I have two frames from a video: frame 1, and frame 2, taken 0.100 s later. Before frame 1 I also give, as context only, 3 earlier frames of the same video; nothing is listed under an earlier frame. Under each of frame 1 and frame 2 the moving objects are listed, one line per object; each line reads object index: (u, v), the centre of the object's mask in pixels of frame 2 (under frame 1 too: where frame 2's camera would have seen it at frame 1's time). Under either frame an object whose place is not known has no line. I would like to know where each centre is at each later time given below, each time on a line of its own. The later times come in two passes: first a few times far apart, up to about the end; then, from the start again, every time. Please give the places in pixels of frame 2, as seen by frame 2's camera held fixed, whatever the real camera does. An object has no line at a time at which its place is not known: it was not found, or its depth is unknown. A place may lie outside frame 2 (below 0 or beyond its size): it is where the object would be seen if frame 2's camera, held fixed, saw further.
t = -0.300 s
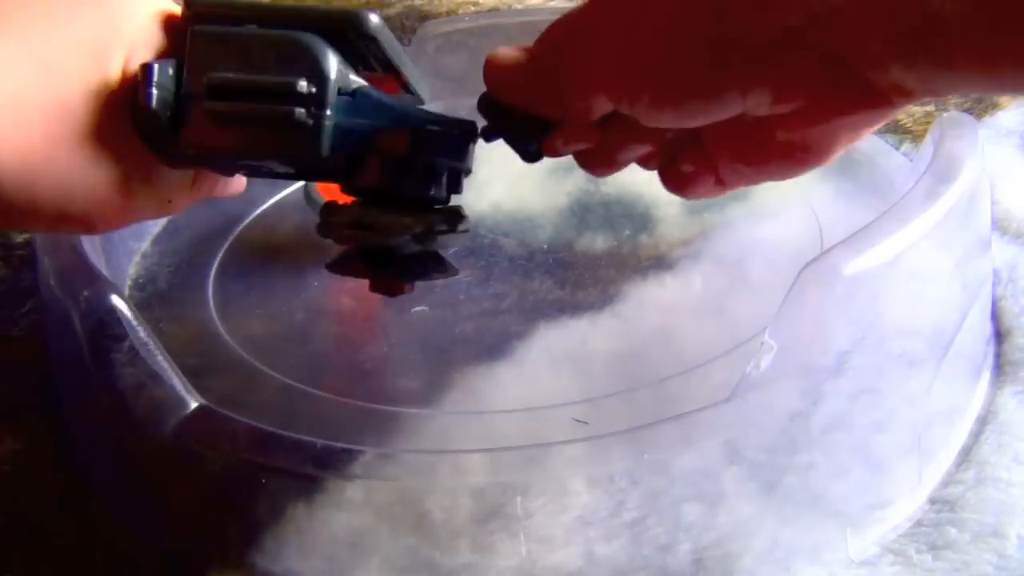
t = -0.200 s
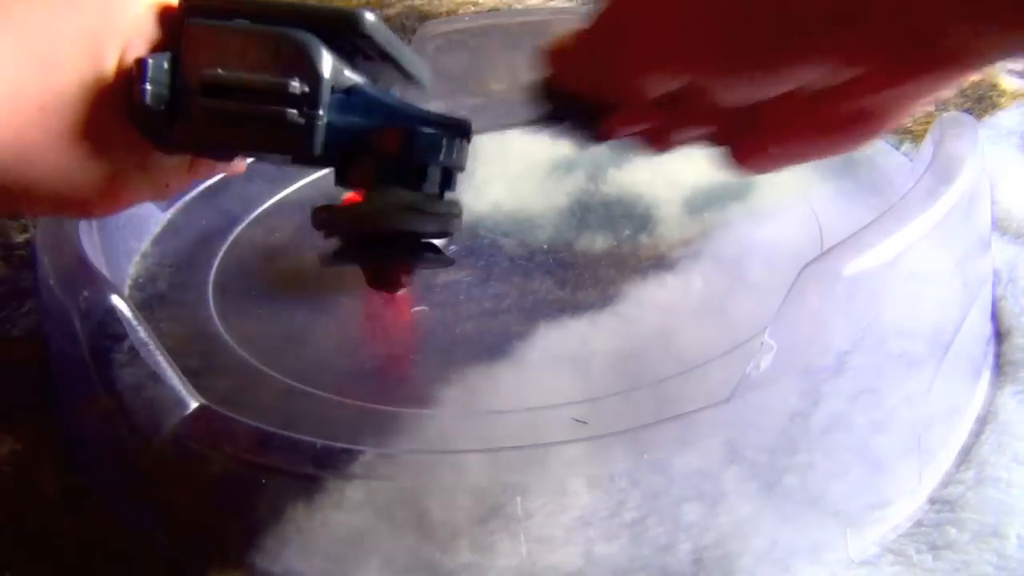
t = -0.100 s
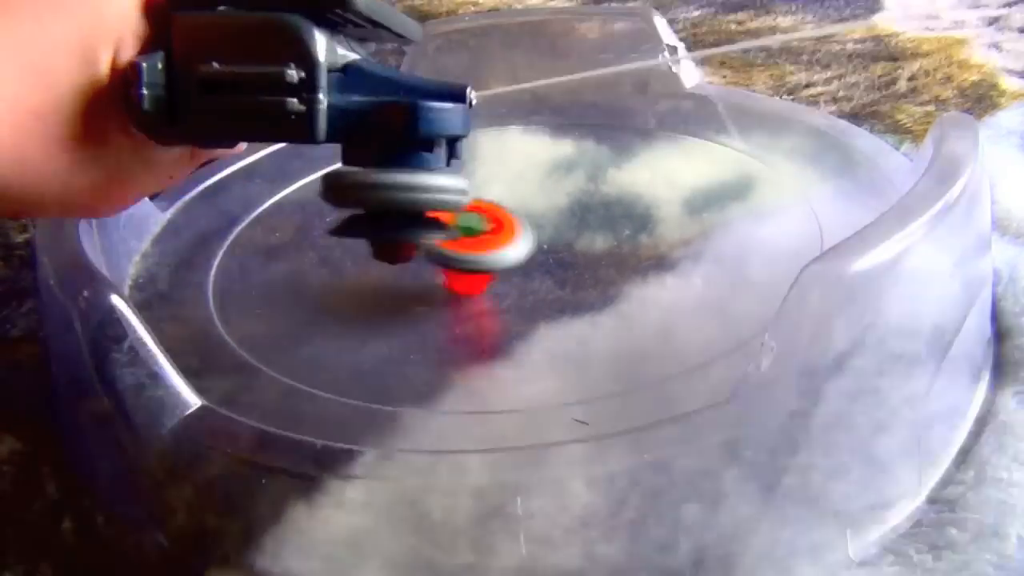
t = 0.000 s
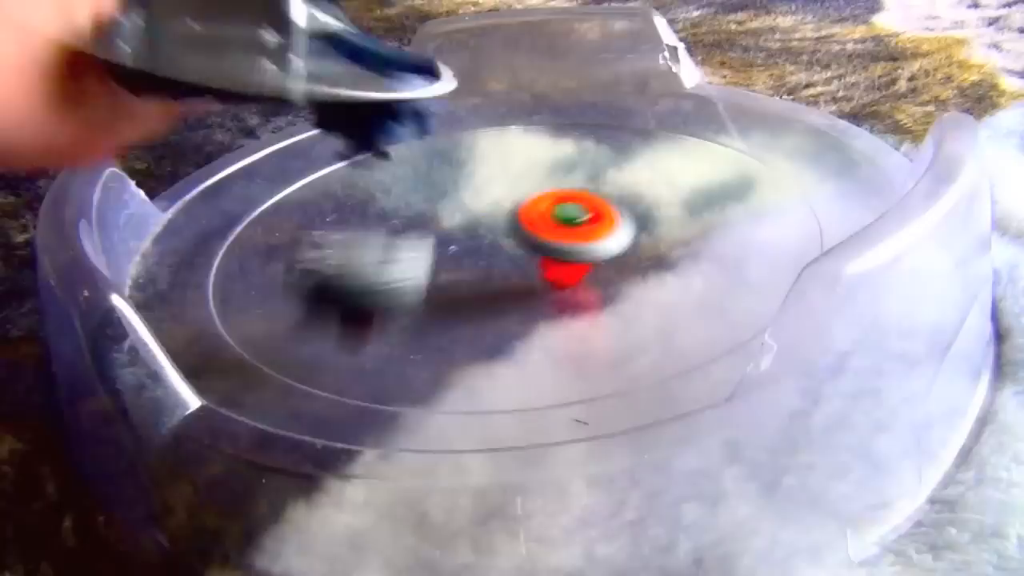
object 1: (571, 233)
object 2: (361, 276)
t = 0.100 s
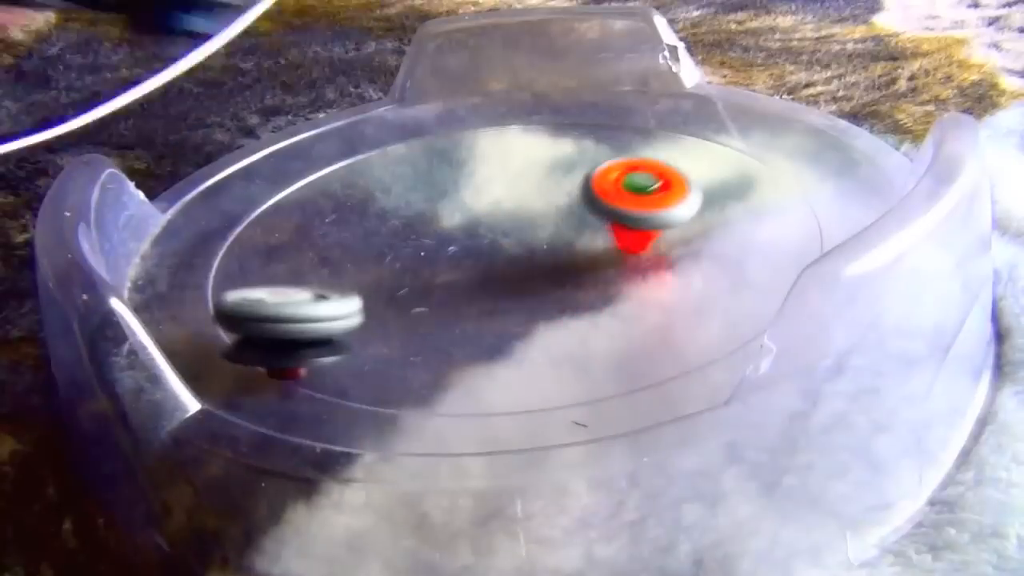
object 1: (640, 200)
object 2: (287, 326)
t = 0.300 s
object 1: (635, 141)
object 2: (273, 280)
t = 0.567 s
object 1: (430, 144)
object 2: (251, 216)
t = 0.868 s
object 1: (661, 196)
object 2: (207, 244)
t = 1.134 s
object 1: (716, 175)
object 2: (369, 253)
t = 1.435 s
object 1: (489, 210)
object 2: (426, 161)
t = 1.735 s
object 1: (410, 295)
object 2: (340, 155)
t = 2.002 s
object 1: (669, 281)
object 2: (404, 221)
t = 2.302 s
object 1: (677, 179)
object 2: (585, 181)
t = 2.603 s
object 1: (415, 235)
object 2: (536, 130)
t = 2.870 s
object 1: (276, 328)
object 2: (522, 194)
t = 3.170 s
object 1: (570, 355)
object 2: (632, 236)
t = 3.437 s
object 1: (591, 280)
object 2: (704, 198)
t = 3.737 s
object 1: (199, 258)
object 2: (551, 140)
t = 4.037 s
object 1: (205, 190)
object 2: (490, 338)
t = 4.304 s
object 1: (231, 187)
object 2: (603, 328)
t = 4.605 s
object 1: (360, 267)
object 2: (526, 237)
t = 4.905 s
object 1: (298, 254)
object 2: (412, 219)
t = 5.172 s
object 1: (276, 293)
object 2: (478, 175)
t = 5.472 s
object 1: (544, 185)
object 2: (391, 227)
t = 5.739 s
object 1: (468, 115)
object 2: (482, 263)
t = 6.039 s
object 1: (342, 194)
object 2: (551, 200)
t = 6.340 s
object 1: (612, 241)
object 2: (425, 212)
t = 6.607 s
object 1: (671, 152)
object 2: (465, 280)
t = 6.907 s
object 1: (460, 204)
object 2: (611, 234)
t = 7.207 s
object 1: (508, 300)
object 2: (502, 204)
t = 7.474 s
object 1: (616, 261)
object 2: (397, 259)
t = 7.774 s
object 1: (474, 226)
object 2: (512, 292)
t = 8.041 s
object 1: (357, 262)
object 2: (562, 237)
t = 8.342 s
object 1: (415, 266)
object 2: (401, 205)
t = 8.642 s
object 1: (518, 285)
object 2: (331, 214)
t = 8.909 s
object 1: (520, 214)
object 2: (414, 255)
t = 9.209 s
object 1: (505, 159)
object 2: (539, 233)
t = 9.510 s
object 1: (388, 137)
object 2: (608, 213)
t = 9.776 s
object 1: (397, 196)
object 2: (563, 211)
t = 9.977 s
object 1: (313, 229)
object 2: (627, 228)
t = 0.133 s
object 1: (653, 189)
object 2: (282, 322)
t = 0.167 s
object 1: (660, 176)
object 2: (283, 315)
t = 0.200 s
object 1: (660, 166)
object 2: (282, 308)
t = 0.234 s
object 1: (658, 156)
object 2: (279, 298)
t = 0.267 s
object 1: (649, 148)
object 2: (276, 289)
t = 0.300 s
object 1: (635, 141)
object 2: (273, 280)
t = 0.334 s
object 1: (617, 136)
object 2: (268, 270)
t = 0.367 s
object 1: (596, 132)
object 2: (261, 260)
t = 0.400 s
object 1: (571, 130)
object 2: (253, 250)
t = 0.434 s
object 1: (544, 128)
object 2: (243, 241)
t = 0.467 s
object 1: (516, 127)
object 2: (233, 232)
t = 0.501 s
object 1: (486, 130)
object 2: (230, 223)
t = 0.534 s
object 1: (457, 135)
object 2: (238, 220)
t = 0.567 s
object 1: (430, 144)
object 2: (251, 216)
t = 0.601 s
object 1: (406, 156)
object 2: (263, 214)
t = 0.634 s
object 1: (387, 173)
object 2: (273, 212)
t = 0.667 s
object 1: (404, 177)
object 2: (251, 211)
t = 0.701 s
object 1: (449, 188)
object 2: (210, 206)
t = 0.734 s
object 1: (497, 196)
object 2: (185, 217)
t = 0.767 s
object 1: (545, 200)
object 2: (186, 225)
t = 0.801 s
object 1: (587, 201)
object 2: (191, 233)
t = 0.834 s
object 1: (626, 200)
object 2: (198, 239)
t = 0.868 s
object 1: (661, 196)
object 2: (207, 244)
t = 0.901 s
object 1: (690, 191)
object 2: (221, 251)
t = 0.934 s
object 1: (711, 186)
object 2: (242, 258)
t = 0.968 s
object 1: (727, 183)
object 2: (263, 261)
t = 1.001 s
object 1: (738, 179)
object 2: (285, 262)
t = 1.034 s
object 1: (742, 176)
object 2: (307, 262)
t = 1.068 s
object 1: (739, 174)
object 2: (329, 261)
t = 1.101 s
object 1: (731, 174)
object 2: (350, 259)
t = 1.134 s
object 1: (716, 175)
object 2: (369, 253)
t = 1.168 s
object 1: (698, 176)
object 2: (387, 247)
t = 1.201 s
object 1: (676, 178)
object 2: (401, 238)
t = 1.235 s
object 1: (649, 181)
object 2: (414, 229)
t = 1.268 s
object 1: (620, 185)
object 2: (423, 220)
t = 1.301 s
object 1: (594, 188)
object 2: (428, 209)
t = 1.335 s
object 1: (567, 192)
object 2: (433, 196)
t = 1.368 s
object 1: (542, 196)
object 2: (436, 186)
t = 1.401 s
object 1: (515, 203)
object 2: (430, 174)
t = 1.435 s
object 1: (489, 210)
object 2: (426, 161)
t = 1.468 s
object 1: (465, 217)
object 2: (423, 152)
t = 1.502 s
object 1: (444, 225)
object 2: (416, 145)
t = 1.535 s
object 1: (425, 235)
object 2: (403, 138)
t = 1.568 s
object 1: (411, 244)
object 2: (389, 132)
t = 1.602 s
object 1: (400, 254)
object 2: (376, 129)
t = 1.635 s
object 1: (393, 264)
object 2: (364, 129)
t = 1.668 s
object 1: (393, 274)
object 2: (353, 137)
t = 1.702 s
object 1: (398, 285)
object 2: (346, 146)
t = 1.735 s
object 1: (410, 295)
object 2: (340, 155)
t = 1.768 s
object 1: (431, 304)
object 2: (336, 164)
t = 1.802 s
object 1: (457, 310)
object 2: (336, 173)
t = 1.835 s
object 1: (490, 313)
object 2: (338, 181)
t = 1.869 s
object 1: (526, 314)
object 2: (343, 190)
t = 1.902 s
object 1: (564, 311)
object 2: (352, 199)
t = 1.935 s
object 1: (600, 304)
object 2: (365, 208)
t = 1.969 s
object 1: (636, 294)
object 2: (382, 215)
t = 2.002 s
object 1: (669, 281)
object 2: (404, 221)
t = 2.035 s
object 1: (697, 268)
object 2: (427, 225)
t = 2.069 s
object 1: (721, 253)
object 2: (453, 226)
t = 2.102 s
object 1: (739, 238)
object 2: (481, 225)
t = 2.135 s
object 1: (749, 224)
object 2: (506, 223)
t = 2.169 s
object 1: (752, 210)
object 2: (531, 217)
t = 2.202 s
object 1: (748, 198)
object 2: (549, 210)
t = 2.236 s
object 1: (735, 189)
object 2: (567, 198)
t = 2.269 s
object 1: (713, 183)
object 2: (578, 191)
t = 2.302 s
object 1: (677, 179)
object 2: (585, 181)
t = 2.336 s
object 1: (659, 159)
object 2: (580, 163)
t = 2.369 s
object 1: (634, 162)
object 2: (572, 140)
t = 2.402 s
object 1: (610, 189)
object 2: (577, 131)
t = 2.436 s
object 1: (579, 198)
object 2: (573, 127)
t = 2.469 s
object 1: (548, 203)
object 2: (567, 124)
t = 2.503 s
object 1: (515, 210)
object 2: (559, 124)
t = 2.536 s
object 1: (481, 217)
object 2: (551, 124)
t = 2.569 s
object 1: (448, 225)
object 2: (544, 126)
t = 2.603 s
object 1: (415, 235)
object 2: (536, 130)
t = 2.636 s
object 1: (382, 245)
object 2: (529, 135)
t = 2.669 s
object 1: (350, 257)
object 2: (523, 141)
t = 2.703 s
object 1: (320, 269)
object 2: (517, 148)
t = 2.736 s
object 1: (293, 282)
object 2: (514, 156)
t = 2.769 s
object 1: (272, 296)
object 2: (513, 165)
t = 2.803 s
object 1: (259, 308)
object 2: (514, 174)
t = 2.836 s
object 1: (264, 317)
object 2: (517, 185)
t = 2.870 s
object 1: (276, 328)
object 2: (522, 194)
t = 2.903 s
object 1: (293, 338)
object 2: (530, 203)
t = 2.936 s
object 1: (317, 348)
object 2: (539, 211)
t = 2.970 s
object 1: (346, 355)
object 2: (549, 218)
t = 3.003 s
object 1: (378, 362)
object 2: (562, 224)
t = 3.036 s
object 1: (414, 365)
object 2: (577, 230)
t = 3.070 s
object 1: (450, 367)
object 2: (591, 232)
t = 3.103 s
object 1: (491, 367)
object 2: (605, 235)
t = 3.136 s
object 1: (531, 363)
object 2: (618, 236)
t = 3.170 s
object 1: (570, 355)
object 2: (632, 236)
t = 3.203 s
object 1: (603, 345)
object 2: (644, 235)
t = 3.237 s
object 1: (630, 333)
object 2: (655, 232)
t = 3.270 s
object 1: (649, 320)
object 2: (665, 227)
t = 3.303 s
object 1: (660, 307)
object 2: (673, 222)
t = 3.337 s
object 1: (663, 298)
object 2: (680, 218)
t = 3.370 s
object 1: (658, 283)
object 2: (685, 211)
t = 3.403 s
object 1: (642, 271)
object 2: (690, 208)
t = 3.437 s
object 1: (591, 280)
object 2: (704, 198)
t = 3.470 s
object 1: (498, 302)
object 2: (720, 167)
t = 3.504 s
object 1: (408, 313)
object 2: (728, 143)
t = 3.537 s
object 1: (323, 316)
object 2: (726, 127)
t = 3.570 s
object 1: (246, 308)
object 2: (713, 115)
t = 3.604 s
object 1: (195, 296)
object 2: (689, 112)
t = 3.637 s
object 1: (190, 290)
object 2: (652, 114)
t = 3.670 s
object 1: (189, 277)
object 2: (618, 120)
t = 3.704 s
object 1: (193, 267)
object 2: (584, 128)
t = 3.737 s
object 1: (199, 258)
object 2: (551, 140)
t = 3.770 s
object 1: (209, 250)
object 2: (519, 153)
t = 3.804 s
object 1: (226, 247)
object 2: (484, 168)
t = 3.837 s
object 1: (248, 242)
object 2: (453, 188)
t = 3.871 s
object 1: (270, 238)
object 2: (424, 208)
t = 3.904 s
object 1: (288, 228)
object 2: (397, 232)
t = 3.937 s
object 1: (261, 185)
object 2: (407, 259)
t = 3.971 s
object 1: (236, 164)
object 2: (424, 292)
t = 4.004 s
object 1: (216, 167)
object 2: (453, 321)
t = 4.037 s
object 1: (205, 190)
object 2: (490, 338)
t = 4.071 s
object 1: (188, 180)
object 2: (540, 355)
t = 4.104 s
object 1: (177, 175)
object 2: (593, 360)
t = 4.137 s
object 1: (182, 175)
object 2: (643, 364)
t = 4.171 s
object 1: (190, 174)
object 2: (664, 352)
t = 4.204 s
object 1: (199, 175)
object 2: (648, 354)
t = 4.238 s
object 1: (211, 179)
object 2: (632, 342)
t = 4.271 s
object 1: (221, 182)
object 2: (617, 335)
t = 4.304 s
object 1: (231, 187)
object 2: (603, 328)
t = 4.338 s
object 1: (242, 195)
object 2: (590, 317)
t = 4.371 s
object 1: (255, 205)
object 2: (577, 306)
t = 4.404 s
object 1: (271, 214)
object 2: (567, 296)
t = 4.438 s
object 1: (287, 223)
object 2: (555, 285)
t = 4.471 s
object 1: (308, 234)
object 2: (545, 276)
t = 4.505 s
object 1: (332, 243)
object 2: (533, 265)
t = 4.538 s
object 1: (359, 253)
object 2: (518, 257)
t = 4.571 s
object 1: (383, 261)
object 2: (506, 249)
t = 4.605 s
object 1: (360, 267)
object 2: (526, 237)
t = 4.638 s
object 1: (338, 273)
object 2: (539, 225)
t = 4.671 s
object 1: (319, 277)
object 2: (545, 216)
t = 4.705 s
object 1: (304, 279)
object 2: (543, 210)
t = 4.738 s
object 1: (292, 279)
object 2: (534, 207)
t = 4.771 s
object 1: (286, 276)
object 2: (519, 206)
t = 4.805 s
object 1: (283, 272)
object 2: (496, 206)
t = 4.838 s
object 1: (284, 267)
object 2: (468, 208)
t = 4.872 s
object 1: (289, 261)
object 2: (441, 212)
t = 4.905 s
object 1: (298, 254)
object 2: (412, 219)
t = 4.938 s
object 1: (295, 252)
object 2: (398, 221)
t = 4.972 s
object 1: (227, 259)
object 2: (418, 210)
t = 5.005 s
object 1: (176, 258)
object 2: (440, 197)
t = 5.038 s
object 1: (169, 267)
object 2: (459, 189)
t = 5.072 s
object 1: (187, 281)
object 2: (472, 183)
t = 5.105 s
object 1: (210, 285)
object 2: (479, 178)
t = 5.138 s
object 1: (240, 287)
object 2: (481, 176)
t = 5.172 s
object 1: (276, 293)
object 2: (478, 175)
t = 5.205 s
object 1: (313, 290)
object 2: (471, 177)
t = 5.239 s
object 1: (353, 285)
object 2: (462, 181)
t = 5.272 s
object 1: (396, 278)
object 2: (449, 186)
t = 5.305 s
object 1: (434, 267)
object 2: (435, 189)
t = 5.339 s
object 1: (469, 253)
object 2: (416, 191)
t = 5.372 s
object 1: (497, 238)
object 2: (404, 202)
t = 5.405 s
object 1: (519, 220)
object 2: (395, 210)
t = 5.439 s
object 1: (534, 202)
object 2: (390, 218)
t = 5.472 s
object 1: (544, 185)
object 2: (391, 227)
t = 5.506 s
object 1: (548, 169)
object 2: (393, 234)
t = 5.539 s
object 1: (547, 154)
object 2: (396, 243)
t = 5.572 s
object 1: (541, 141)
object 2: (402, 251)
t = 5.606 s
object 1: (532, 131)
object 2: (411, 258)
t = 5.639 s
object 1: (519, 123)
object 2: (424, 262)
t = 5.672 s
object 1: (504, 117)
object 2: (442, 263)
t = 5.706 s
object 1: (487, 115)
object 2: (462, 263)
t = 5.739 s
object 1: (468, 115)
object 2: (482, 263)
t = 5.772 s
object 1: (448, 116)
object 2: (503, 260)
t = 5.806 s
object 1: (428, 118)
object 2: (522, 256)
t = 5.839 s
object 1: (407, 123)
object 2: (540, 250)
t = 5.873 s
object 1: (387, 130)
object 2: (553, 242)
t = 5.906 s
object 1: (369, 139)
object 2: (560, 234)
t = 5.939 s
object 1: (353, 150)
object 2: (563, 224)
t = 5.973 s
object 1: (343, 163)
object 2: (564, 214)
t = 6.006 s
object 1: (339, 177)
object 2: (559, 207)
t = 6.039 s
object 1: (342, 194)
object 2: (551, 200)
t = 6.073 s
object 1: (352, 210)
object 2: (539, 196)
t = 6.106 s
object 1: (368, 224)
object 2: (524, 193)
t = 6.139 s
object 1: (392, 236)
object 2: (509, 190)
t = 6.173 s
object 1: (423, 247)
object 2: (494, 187)
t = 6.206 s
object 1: (459, 254)
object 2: (477, 182)
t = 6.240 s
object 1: (499, 257)
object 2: (458, 188)
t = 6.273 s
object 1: (541, 256)
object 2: (446, 196)
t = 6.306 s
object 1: (580, 251)
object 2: (433, 204)
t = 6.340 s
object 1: (612, 241)
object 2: (425, 212)
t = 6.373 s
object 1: (644, 230)
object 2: (418, 222)
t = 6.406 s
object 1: (666, 218)
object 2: (412, 232)
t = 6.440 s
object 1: (684, 204)
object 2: (408, 241)
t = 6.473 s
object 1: (694, 191)
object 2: (409, 251)
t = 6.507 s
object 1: (698, 180)
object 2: (416, 260)
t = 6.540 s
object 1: (696, 169)
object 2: (428, 268)
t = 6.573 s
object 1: (686, 159)
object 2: (444, 275)
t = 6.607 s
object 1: (671, 152)
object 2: (465, 280)
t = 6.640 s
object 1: (651, 147)
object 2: (489, 285)
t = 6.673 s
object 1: (626, 144)
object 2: (514, 284)
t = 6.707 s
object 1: (600, 146)
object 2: (537, 282)
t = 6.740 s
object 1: (573, 150)
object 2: (559, 277)
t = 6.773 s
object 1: (547, 155)
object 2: (579, 270)
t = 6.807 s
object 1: (522, 164)
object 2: (595, 262)
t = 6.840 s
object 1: (498, 175)
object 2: (606, 252)
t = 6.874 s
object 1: (477, 189)
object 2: (610, 244)
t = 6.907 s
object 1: (460, 204)
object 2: (611, 234)
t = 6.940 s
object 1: (445, 220)
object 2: (609, 226)
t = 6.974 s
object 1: (436, 235)
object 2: (606, 218)
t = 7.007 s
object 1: (431, 250)
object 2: (600, 212)
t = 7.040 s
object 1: (429, 264)
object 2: (592, 206)
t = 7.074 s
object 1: (434, 276)
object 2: (578, 203)
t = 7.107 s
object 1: (445, 285)
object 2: (562, 202)
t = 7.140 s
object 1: (463, 293)
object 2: (543, 202)
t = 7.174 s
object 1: (483, 298)
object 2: (523, 204)
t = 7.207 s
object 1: (508, 300)
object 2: (502, 204)
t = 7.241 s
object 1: (535, 300)
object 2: (481, 206)
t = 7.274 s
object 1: (560, 297)
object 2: (464, 211)
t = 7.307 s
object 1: (581, 292)
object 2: (448, 217)
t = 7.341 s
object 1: (597, 287)
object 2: (433, 225)
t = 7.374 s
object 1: (608, 282)
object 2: (419, 235)
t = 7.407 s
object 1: (615, 275)
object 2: (408, 244)
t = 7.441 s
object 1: (618, 268)
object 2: (401, 251)
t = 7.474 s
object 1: (616, 261)
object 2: (397, 259)
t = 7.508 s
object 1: (609, 255)
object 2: (398, 266)
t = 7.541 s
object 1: (598, 250)
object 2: (403, 273)
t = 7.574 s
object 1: (585, 246)
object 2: (411, 281)
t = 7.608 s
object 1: (569, 242)
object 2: (421, 286)
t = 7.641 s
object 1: (553, 239)
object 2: (433, 289)
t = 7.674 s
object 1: (535, 237)
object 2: (450, 292)
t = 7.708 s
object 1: (518, 227)
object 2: (470, 294)
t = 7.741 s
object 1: (497, 223)
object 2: (490, 295)
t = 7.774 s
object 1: (474, 226)
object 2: (512, 292)
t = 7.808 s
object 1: (453, 236)
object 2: (528, 290)
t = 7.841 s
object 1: (433, 240)
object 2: (540, 286)
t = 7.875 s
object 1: (415, 243)
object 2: (550, 279)
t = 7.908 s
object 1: (397, 247)
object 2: (560, 270)
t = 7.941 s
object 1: (381, 251)
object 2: (567, 262)
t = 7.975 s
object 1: (368, 255)
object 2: (570, 253)
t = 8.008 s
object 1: (360, 259)
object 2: (569, 244)
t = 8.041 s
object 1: (357, 262)
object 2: (562, 237)
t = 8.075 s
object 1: (358, 263)
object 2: (553, 229)
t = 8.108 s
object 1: (359, 264)
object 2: (539, 221)
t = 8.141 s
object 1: (362, 264)
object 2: (521, 216)
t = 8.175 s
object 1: (368, 266)
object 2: (500, 211)
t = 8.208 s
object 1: (375, 267)
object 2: (479, 209)
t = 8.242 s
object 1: (386, 267)
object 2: (461, 208)
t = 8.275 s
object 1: (396, 266)
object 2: (442, 206)
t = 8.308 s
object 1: (406, 264)
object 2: (420, 204)
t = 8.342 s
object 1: (415, 266)
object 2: (401, 205)
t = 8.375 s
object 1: (421, 281)
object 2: (382, 204)
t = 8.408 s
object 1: (428, 294)
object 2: (372, 198)
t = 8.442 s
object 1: (437, 302)
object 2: (362, 193)
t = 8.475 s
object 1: (448, 307)
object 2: (353, 193)
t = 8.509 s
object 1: (462, 307)
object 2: (346, 194)
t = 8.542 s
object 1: (477, 304)
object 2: (340, 197)
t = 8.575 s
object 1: (492, 299)
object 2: (335, 202)
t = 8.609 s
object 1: (506, 293)
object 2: (332, 207)
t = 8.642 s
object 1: (518, 285)
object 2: (331, 214)
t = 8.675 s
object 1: (529, 277)
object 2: (332, 221)
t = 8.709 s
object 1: (538, 268)
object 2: (334, 228)
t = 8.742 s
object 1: (543, 258)
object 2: (339, 234)
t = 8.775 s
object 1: (545, 248)
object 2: (347, 240)
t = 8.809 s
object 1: (544, 238)
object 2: (359, 246)
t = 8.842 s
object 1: (539, 229)
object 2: (374, 250)
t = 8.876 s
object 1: (531, 222)
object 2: (392, 254)
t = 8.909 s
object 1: (520, 214)
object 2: (414, 255)
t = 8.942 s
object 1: (513, 204)
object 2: (431, 256)
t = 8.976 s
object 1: (520, 190)
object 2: (437, 259)
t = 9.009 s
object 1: (526, 180)
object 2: (447, 261)
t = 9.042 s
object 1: (528, 173)
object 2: (461, 260)
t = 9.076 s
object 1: (527, 168)
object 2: (477, 257)
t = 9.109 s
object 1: (523, 165)
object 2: (494, 253)
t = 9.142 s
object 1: (519, 162)
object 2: (512, 246)
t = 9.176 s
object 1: (513, 160)
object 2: (527, 240)
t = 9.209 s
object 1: (505, 159)
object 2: (539, 233)
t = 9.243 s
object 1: (496, 162)
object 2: (548, 224)
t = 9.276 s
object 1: (488, 164)
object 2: (552, 218)
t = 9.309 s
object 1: (481, 165)
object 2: (555, 214)
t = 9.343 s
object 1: (475, 165)
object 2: (557, 210)
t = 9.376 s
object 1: (452, 154)
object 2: (575, 212)
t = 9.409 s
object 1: (432, 144)
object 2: (590, 214)
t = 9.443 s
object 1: (414, 138)
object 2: (599, 214)
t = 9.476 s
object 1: (399, 136)
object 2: (605, 214)
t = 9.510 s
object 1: (388, 137)
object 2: (608, 213)
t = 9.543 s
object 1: (381, 140)
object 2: (608, 211)
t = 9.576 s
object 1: (377, 144)
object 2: (606, 208)
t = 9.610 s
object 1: (374, 151)
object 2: (599, 206)
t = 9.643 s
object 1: (374, 157)
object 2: (591, 204)
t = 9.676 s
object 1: (377, 166)
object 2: (582, 204)
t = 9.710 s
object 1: (381, 175)
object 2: (575, 205)
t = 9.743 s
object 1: (388, 185)
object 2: (569, 208)
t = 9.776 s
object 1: (397, 196)
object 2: (563, 211)
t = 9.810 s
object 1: (407, 206)
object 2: (558, 215)
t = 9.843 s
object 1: (418, 216)
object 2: (554, 220)
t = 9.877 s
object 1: (431, 224)
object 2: (551, 225)
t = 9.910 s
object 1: (414, 225)
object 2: (567, 227)
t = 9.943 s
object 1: (360, 228)
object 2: (601, 227)
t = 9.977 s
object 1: (313, 229)
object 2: (627, 228)
